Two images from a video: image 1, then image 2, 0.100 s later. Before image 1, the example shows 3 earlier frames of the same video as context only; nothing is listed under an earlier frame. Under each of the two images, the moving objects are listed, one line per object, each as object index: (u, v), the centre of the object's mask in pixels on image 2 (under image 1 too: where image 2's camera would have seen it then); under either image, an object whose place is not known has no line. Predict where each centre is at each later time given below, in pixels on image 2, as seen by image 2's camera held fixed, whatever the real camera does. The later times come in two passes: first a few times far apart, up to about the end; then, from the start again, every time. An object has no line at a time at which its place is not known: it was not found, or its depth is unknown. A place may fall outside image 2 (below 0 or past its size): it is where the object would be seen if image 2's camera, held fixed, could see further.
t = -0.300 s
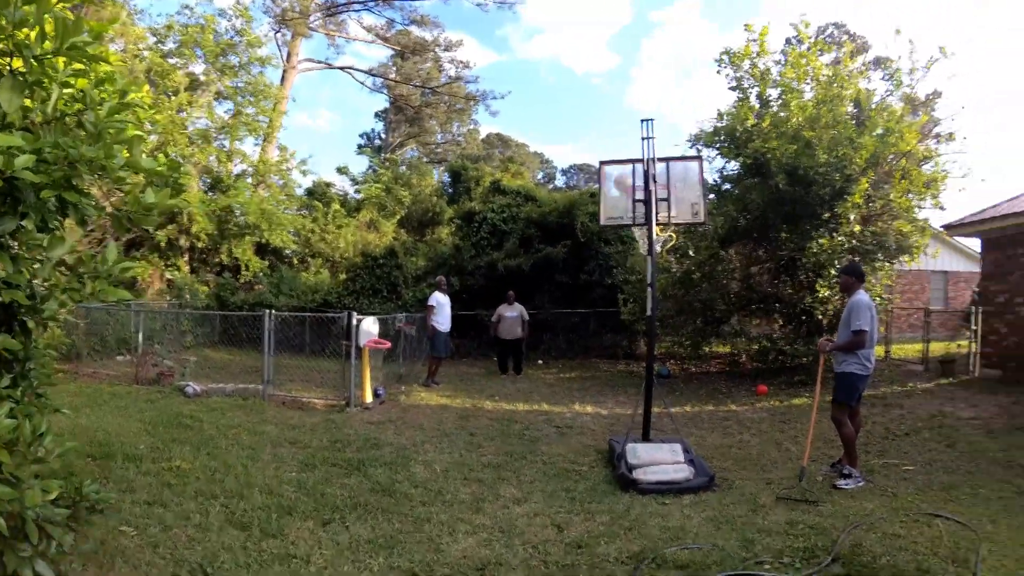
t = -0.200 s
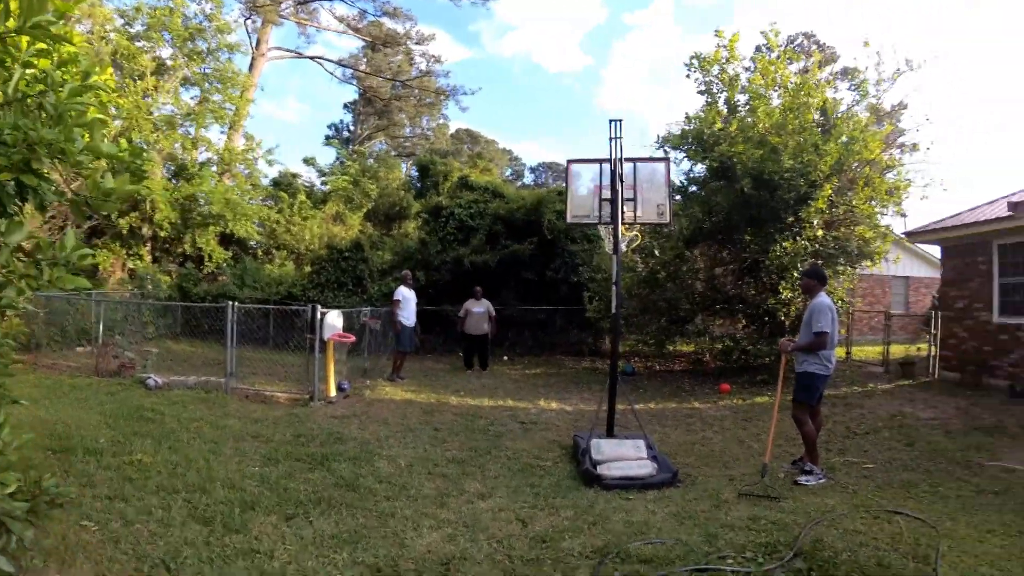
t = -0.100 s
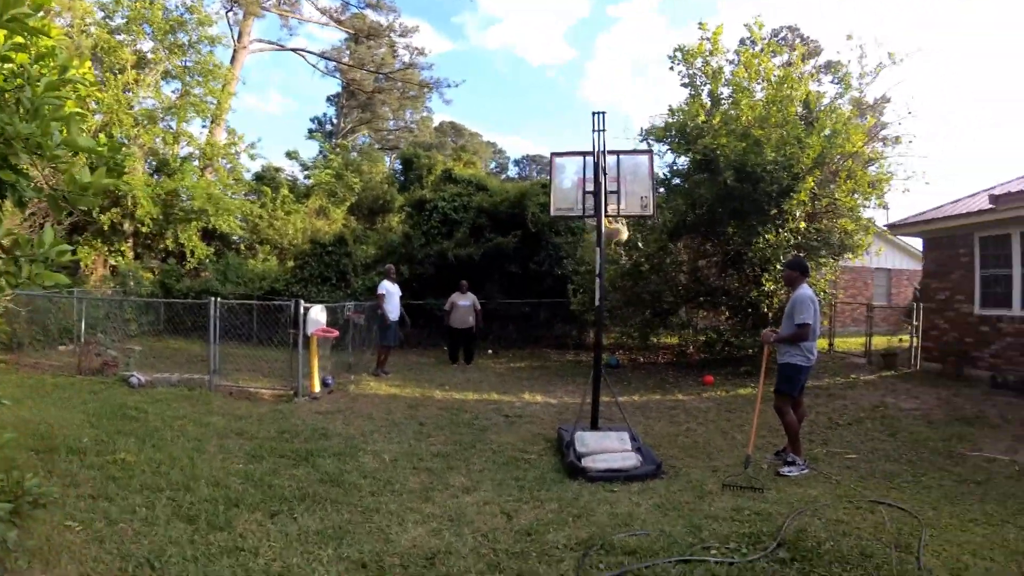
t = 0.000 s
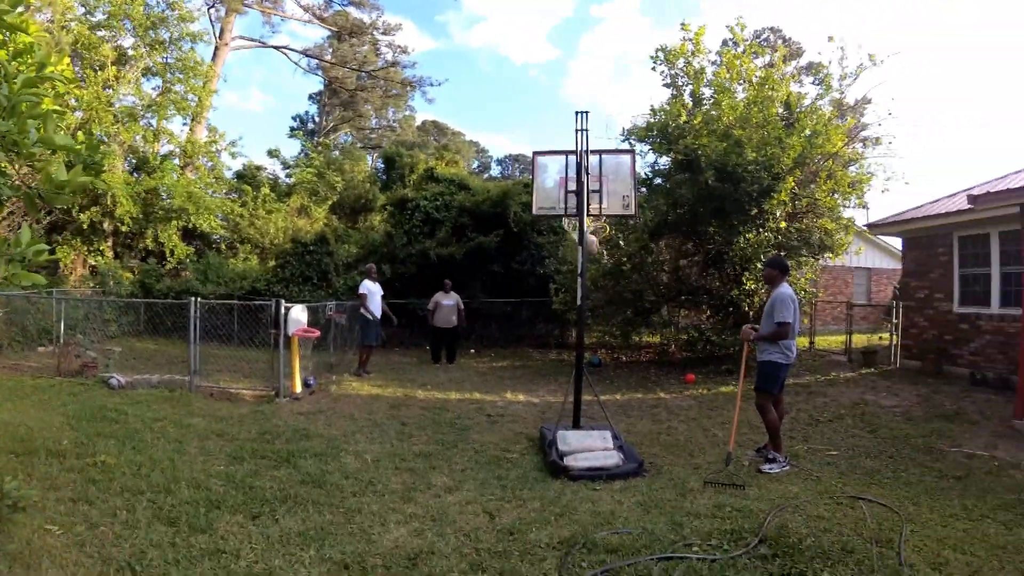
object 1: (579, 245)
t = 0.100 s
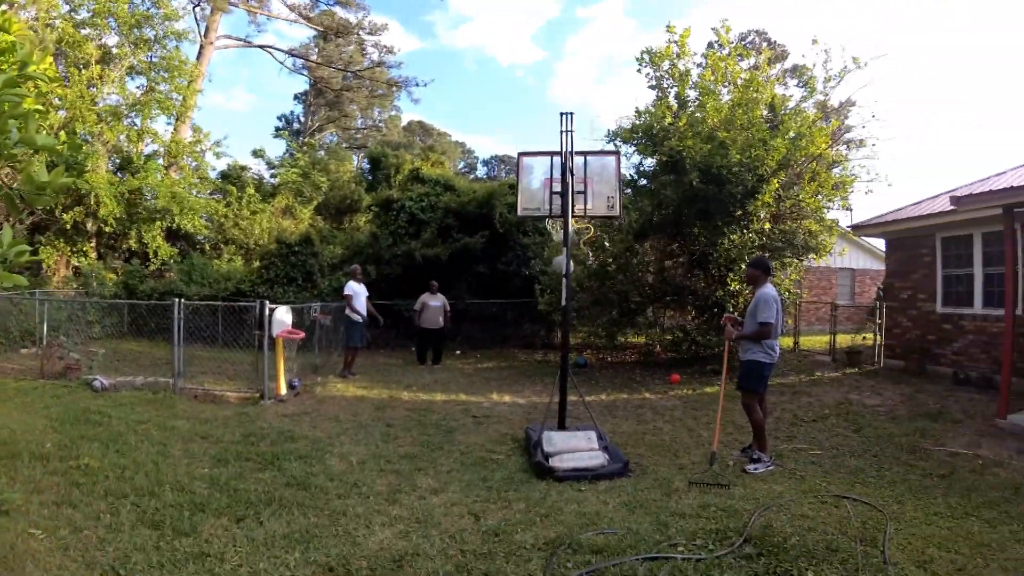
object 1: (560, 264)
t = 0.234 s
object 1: (547, 307)
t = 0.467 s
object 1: (519, 415)
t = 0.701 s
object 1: (487, 342)
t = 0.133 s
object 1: (555, 273)
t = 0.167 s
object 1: (553, 284)
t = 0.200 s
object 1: (550, 296)
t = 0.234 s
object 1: (547, 307)
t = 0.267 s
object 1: (544, 320)
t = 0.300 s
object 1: (540, 334)
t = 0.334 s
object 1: (536, 348)
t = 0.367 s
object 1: (532, 364)
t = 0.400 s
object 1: (528, 381)
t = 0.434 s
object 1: (524, 400)
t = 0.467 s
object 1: (519, 415)
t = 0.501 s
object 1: (516, 403)
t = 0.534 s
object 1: (511, 390)
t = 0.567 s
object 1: (507, 379)
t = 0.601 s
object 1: (502, 367)
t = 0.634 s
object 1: (497, 358)
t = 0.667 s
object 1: (493, 349)
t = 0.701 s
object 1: (487, 342)
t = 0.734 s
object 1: (482, 335)
